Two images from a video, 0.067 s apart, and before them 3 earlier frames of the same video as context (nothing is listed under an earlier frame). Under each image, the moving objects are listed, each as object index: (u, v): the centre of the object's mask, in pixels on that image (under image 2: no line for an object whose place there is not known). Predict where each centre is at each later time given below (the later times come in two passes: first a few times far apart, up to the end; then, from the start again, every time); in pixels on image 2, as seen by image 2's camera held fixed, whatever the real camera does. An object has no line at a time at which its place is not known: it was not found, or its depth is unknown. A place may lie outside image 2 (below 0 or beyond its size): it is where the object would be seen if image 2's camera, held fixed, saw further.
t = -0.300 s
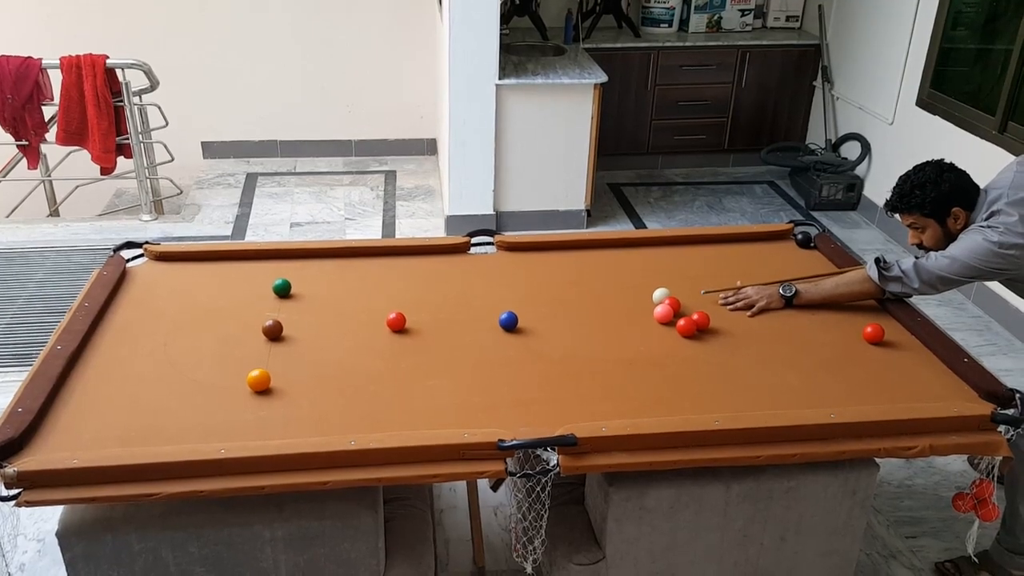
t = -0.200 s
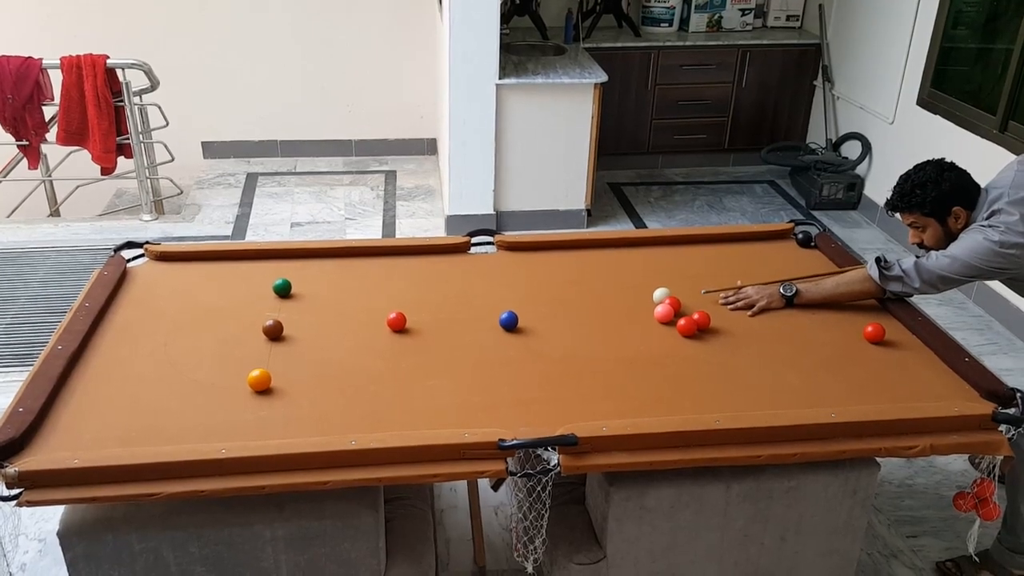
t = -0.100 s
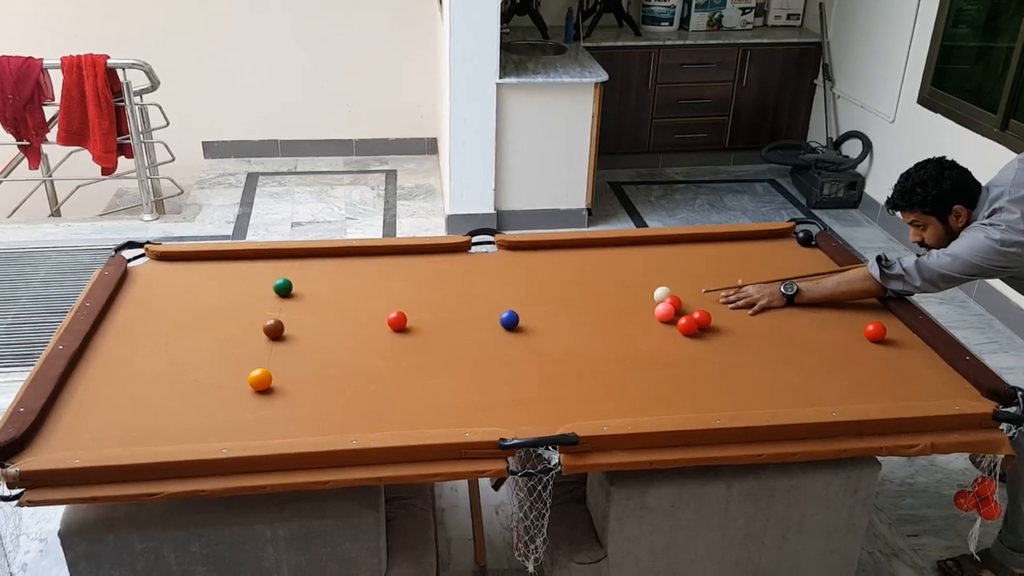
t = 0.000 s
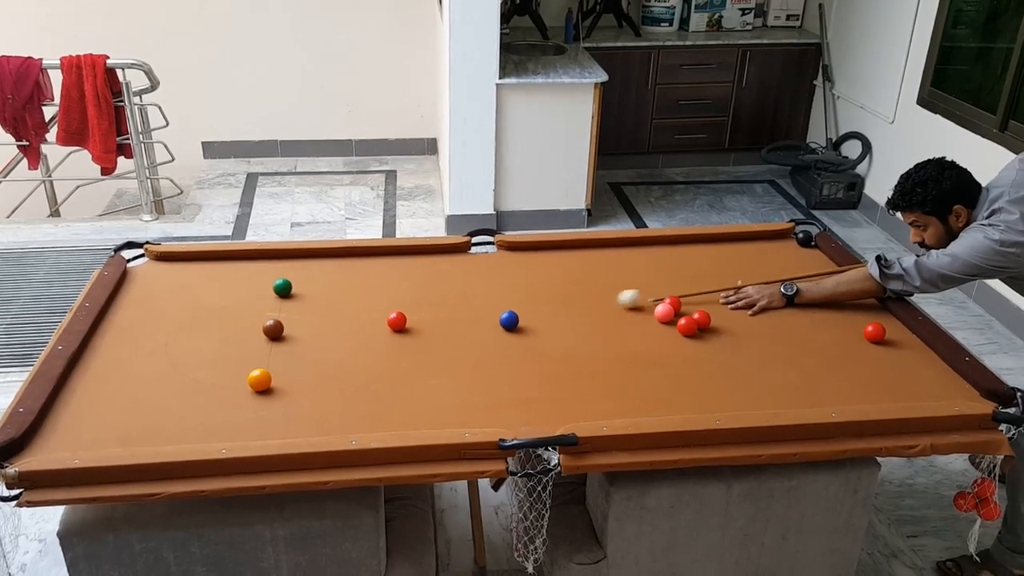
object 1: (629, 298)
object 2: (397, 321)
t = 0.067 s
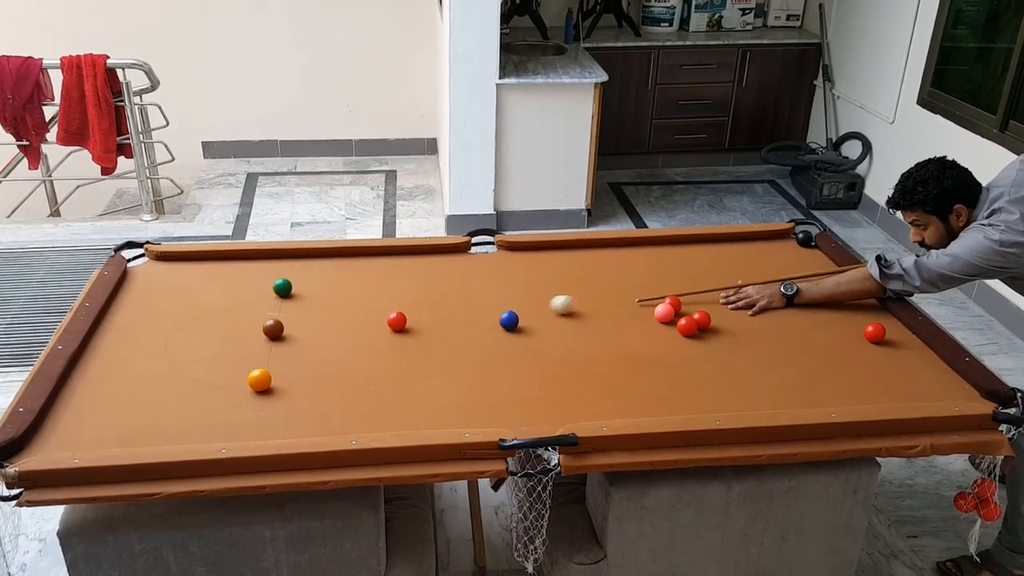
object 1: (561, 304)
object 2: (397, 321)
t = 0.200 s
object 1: (437, 314)
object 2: (397, 321)
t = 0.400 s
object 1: (393, 305)
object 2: (283, 345)
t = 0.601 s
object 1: (369, 293)
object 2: (166, 371)
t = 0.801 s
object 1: (347, 283)
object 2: (74, 395)
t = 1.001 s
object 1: (328, 274)
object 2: (125, 407)
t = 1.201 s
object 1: (309, 266)
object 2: (172, 419)
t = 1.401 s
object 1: (293, 259)
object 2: (218, 431)
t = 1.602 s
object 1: (280, 257)
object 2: (261, 434)
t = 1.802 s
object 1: (270, 260)
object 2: (296, 428)
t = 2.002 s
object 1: (261, 263)
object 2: (327, 423)
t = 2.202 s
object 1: (254, 266)
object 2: (353, 416)
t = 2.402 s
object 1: (250, 267)
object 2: (375, 412)
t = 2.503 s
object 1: (248, 268)
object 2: (385, 410)
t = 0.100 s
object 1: (528, 307)
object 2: (397, 321)
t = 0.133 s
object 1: (495, 309)
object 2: (397, 321)
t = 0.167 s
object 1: (467, 312)
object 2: (397, 321)
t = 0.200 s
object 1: (437, 314)
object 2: (397, 321)
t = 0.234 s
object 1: (414, 316)
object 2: (392, 322)
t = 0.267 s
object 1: (410, 313)
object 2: (369, 327)
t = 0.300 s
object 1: (405, 311)
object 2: (346, 332)
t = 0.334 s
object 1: (401, 309)
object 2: (324, 337)
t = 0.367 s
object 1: (397, 307)
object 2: (303, 342)
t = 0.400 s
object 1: (393, 305)
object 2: (283, 345)
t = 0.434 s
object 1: (389, 303)
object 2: (264, 350)
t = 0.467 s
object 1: (384, 301)
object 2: (245, 354)
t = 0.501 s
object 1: (380, 299)
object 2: (226, 359)
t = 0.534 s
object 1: (376, 297)
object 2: (206, 362)
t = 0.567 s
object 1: (373, 295)
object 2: (187, 367)
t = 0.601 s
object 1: (369, 293)
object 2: (166, 371)
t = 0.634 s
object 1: (365, 292)
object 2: (146, 375)
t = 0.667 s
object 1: (362, 290)
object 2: (125, 379)
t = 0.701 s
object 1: (358, 288)
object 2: (104, 384)
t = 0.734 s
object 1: (354, 286)
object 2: (82, 388)
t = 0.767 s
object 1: (351, 285)
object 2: (64, 392)
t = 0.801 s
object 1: (347, 283)
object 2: (74, 395)
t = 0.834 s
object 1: (344, 282)
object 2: (85, 397)
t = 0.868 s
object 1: (340, 280)
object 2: (93, 399)
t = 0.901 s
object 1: (337, 279)
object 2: (101, 401)
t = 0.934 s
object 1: (334, 277)
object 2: (109, 403)
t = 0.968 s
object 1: (331, 276)
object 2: (117, 405)
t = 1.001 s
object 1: (328, 274)
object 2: (125, 407)
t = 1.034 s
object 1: (324, 273)
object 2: (133, 409)
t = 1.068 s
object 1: (321, 272)
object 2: (141, 411)
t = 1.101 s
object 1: (318, 270)
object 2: (149, 413)
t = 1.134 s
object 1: (315, 269)
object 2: (156, 415)
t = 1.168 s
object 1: (312, 268)
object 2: (164, 417)
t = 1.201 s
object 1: (309, 266)
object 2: (172, 419)
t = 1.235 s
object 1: (307, 265)
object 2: (180, 421)
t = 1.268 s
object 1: (304, 264)
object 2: (187, 423)
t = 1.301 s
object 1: (301, 262)
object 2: (195, 425)
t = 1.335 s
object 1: (298, 261)
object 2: (203, 427)
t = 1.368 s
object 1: (296, 260)
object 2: (210, 429)
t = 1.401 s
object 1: (293, 259)
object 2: (218, 431)
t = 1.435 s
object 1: (291, 258)
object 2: (225, 432)
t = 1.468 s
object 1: (288, 257)
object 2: (232, 433)
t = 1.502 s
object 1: (286, 256)
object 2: (240, 434)
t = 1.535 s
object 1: (284, 255)
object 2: (247, 435)
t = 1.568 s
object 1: (282, 256)
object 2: (254, 435)
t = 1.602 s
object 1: (280, 257)
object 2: (261, 434)
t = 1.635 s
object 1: (278, 257)
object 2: (267, 433)
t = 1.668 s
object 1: (276, 258)
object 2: (273, 432)
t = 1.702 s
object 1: (274, 258)
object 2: (279, 431)
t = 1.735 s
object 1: (273, 259)
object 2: (284, 430)
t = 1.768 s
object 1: (271, 260)
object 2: (291, 429)
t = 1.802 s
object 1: (270, 260)
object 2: (296, 428)
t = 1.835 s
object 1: (268, 261)
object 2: (302, 427)
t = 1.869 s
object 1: (266, 261)
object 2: (307, 426)
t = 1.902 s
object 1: (265, 262)
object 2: (312, 425)
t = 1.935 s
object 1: (264, 262)
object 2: (317, 425)
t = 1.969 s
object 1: (262, 263)
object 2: (322, 424)
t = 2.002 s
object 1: (261, 263)
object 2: (327, 423)
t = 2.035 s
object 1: (260, 264)
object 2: (332, 422)
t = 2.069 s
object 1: (258, 264)
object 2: (336, 421)
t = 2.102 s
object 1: (257, 264)
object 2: (341, 420)
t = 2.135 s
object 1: (256, 265)
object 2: (345, 419)
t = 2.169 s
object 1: (255, 265)
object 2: (349, 418)
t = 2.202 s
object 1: (254, 266)
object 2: (353, 416)
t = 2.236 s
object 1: (253, 266)
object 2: (357, 416)
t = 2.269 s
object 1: (252, 266)
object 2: (361, 415)
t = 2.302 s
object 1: (252, 266)
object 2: (365, 414)
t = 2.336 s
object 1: (251, 267)
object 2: (369, 413)
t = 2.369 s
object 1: (250, 267)
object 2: (372, 413)
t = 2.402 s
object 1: (250, 267)
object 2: (375, 412)
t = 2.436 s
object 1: (249, 267)
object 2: (378, 411)
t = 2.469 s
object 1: (248, 268)
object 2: (382, 411)
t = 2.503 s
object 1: (248, 268)
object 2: (385, 410)
